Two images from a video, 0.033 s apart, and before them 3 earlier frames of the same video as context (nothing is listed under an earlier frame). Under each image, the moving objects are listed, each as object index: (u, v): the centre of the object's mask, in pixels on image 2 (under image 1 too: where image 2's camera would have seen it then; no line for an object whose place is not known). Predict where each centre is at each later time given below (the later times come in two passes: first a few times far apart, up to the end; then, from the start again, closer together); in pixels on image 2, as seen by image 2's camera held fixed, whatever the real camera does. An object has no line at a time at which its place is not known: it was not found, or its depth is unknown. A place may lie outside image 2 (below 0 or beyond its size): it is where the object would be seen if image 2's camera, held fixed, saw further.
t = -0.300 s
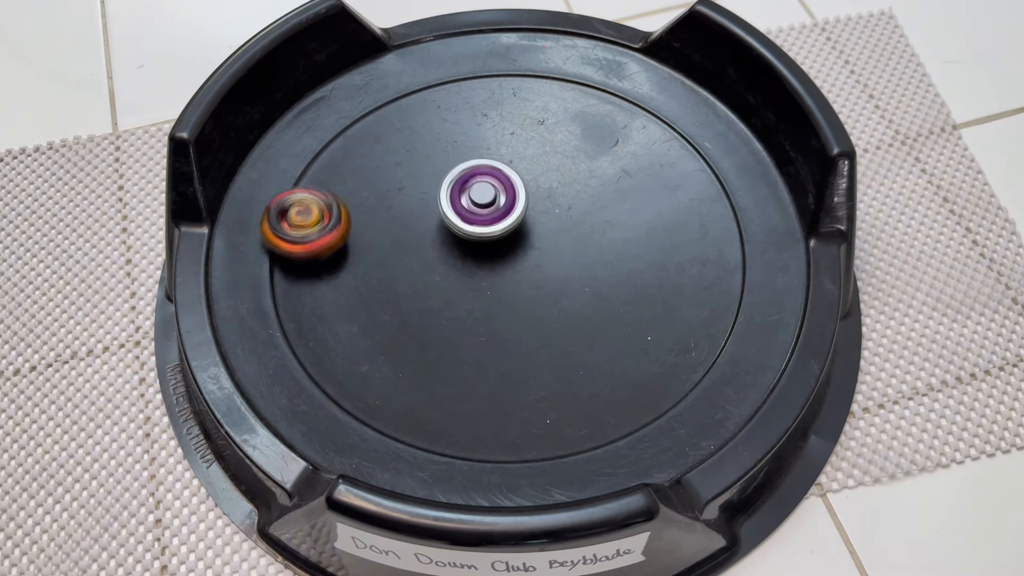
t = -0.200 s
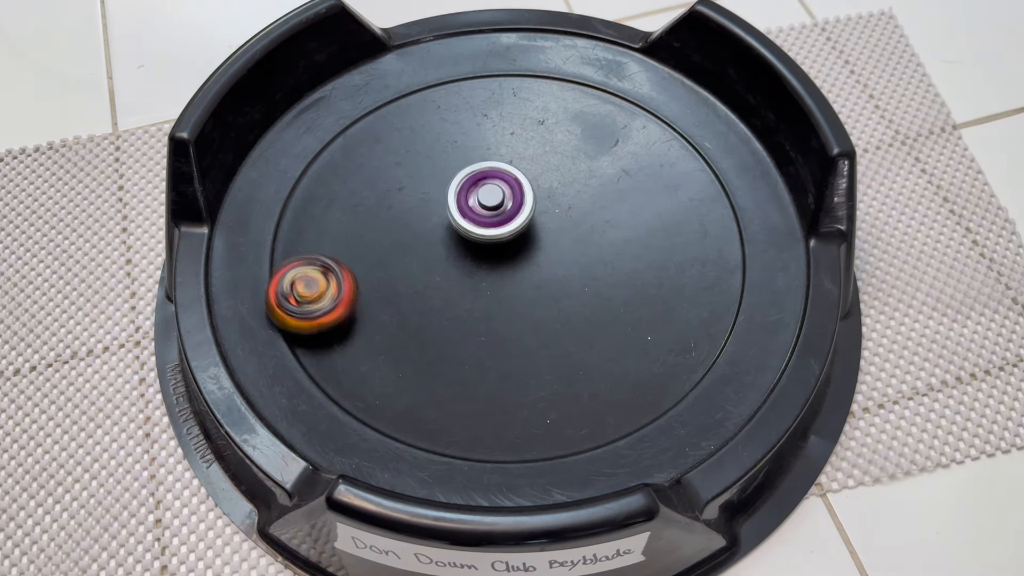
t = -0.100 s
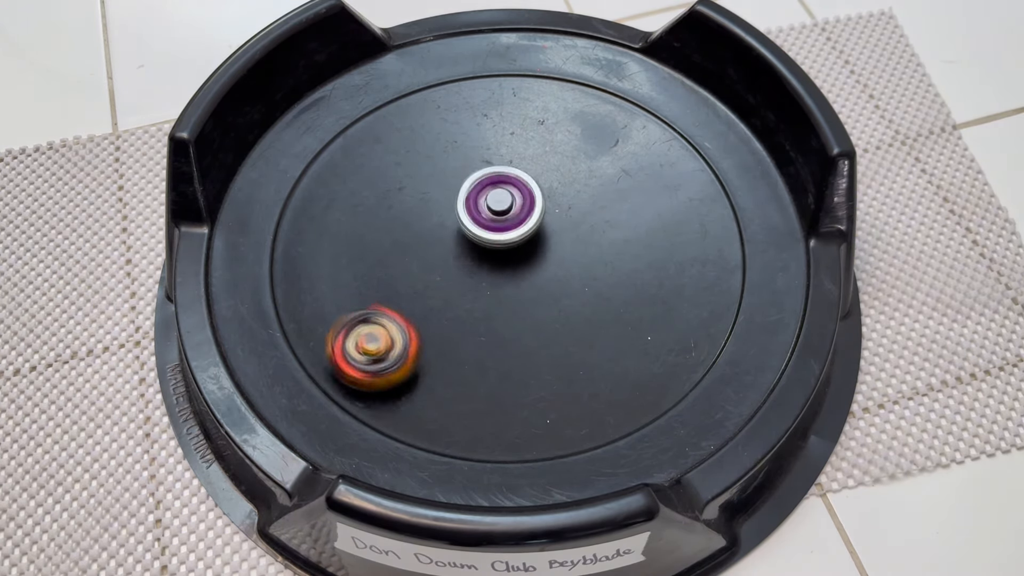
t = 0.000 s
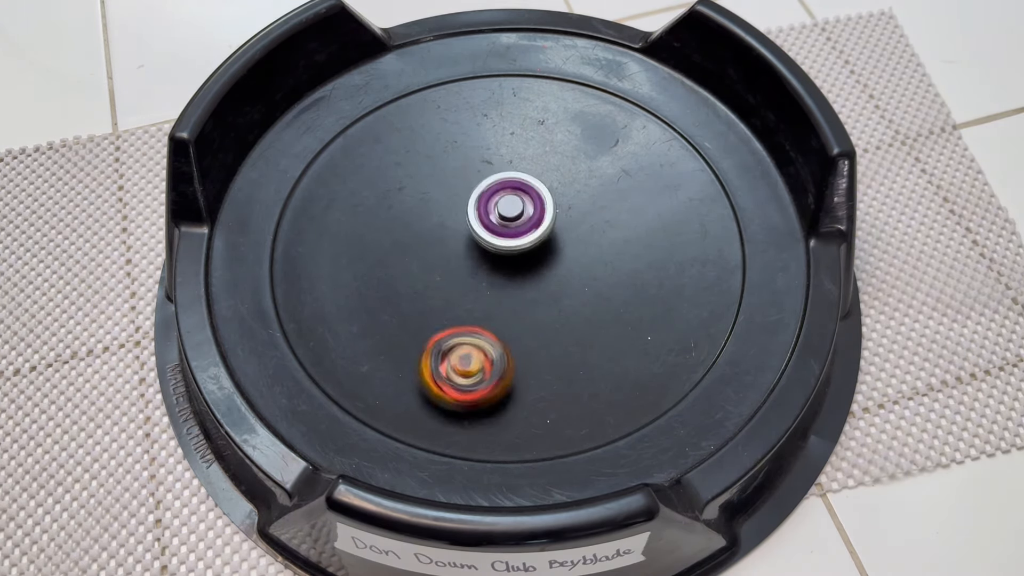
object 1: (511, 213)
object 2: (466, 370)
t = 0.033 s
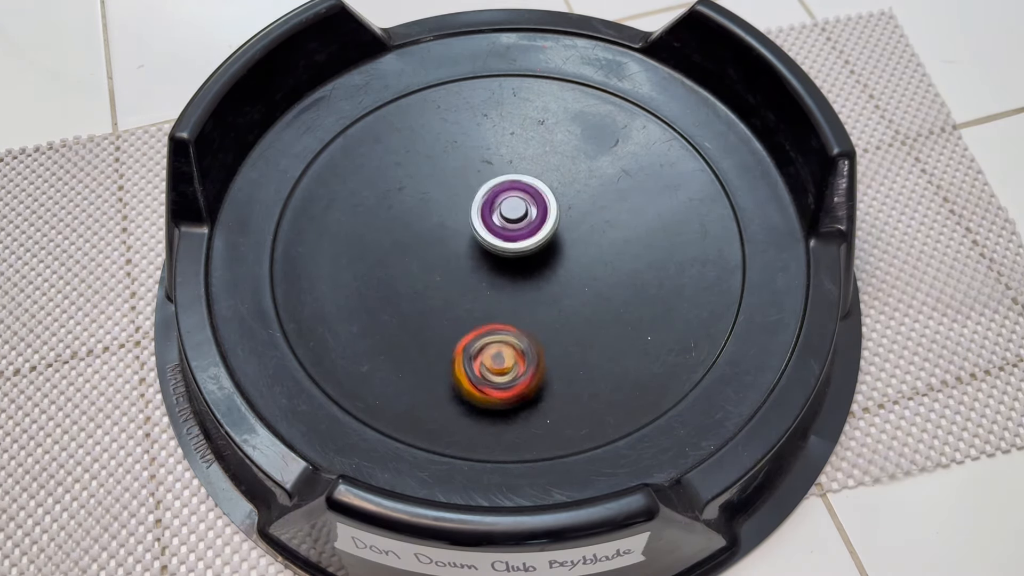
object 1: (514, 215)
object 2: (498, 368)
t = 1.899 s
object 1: (467, 228)
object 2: (508, 155)
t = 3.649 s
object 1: (578, 141)
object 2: (425, 219)
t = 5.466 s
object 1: (455, 333)
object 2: (609, 289)
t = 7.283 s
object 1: (486, 261)
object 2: (573, 197)
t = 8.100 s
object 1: (463, 258)
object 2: (562, 221)
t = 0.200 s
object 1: (531, 225)
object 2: (620, 296)
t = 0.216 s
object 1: (532, 225)
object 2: (626, 286)
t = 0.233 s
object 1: (533, 227)
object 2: (632, 275)
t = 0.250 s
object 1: (535, 227)
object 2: (636, 264)
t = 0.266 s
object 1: (536, 229)
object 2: (639, 252)
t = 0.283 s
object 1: (537, 229)
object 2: (642, 241)
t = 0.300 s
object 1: (539, 230)
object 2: (642, 229)
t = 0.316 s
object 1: (539, 231)
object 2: (643, 219)
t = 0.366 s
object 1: (543, 234)
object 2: (637, 186)
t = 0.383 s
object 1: (543, 235)
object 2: (634, 175)
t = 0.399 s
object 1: (544, 237)
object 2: (630, 165)
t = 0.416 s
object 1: (545, 238)
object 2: (625, 155)
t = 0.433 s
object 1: (545, 239)
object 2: (619, 145)
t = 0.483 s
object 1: (546, 242)
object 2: (596, 120)
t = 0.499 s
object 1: (547, 243)
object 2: (587, 114)
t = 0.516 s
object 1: (547, 245)
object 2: (578, 108)
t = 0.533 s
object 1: (547, 246)
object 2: (567, 102)
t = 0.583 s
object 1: (547, 250)
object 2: (532, 91)
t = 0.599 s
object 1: (547, 251)
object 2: (520, 89)
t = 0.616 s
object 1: (547, 252)
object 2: (508, 88)
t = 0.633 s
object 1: (547, 254)
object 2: (496, 88)
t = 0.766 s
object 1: (543, 262)
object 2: (408, 125)
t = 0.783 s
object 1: (542, 263)
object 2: (400, 134)
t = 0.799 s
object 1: (542, 264)
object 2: (392, 143)
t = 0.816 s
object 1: (541, 264)
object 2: (386, 154)
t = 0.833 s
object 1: (541, 265)
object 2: (380, 164)
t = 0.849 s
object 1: (540, 266)
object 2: (376, 174)
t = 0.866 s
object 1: (539, 267)
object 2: (373, 186)
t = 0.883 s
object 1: (538, 268)
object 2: (370, 197)
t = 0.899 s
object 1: (537, 268)
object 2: (369, 209)
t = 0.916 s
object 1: (536, 269)
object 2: (369, 220)
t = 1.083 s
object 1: (522, 274)
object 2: (429, 326)
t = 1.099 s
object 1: (521, 275)
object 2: (441, 335)
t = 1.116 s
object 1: (519, 275)
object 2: (453, 342)
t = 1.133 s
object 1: (517, 275)
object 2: (465, 349)
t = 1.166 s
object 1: (520, 270)
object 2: (481, 369)
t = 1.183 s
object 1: (519, 270)
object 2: (490, 378)
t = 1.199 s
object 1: (519, 269)
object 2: (500, 385)
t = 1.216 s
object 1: (517, 267)
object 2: (511, 390)
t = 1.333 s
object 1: (507, 259)
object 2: (607, 395)
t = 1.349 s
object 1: (506, 257)
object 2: (621, 391)
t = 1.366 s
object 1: (505, 256)
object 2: (635, 386)
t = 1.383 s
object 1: (503, 255)
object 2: (648, 381)
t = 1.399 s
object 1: (502, 254)
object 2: (660, 374)
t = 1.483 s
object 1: (494, 248)
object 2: (703, 328)
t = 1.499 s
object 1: (492, 247)
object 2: (708, 317)
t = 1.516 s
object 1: (490, 246)
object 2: (711, 306)
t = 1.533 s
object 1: (489, 245)
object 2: (712, 293)
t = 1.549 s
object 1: (488, 243)
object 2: (712, 282)
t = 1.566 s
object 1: (486, 243)
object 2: (710, 270)
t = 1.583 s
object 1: (485, 241)
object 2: (706, 259)
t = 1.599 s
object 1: (483, 241)
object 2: (702, 248)
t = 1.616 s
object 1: (482, 239)
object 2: (696, 238)
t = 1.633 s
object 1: (480, 239)
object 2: (689, 229)
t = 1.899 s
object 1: (467, 228)
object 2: (508, 155)
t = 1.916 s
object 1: (467, 228)
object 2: (495, 156)
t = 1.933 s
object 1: (467, 227)
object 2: (482, 157)
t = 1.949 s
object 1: (466, 227)
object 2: (469, 158)
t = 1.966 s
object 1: (466, 227)
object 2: (456, 159)
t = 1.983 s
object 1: (466, 227)
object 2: (444, 162)
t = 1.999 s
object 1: (467, 235)
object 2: (433, 157)
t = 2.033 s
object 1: (471, 253)
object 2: (409, 140)
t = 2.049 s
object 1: (473, 258)
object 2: (398, 133)
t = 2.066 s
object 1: (477, 261)
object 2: (388, 127)
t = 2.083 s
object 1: (479, 264)
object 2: (378, 123)
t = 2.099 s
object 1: (483, 265)
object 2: (370, 119)
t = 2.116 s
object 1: (486, 267)
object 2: (362, 118)
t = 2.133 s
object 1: (490, 269)
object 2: (355, 118)
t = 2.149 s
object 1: (493, 270)
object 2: (348, 120)
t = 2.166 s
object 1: (497, 272)
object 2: (341, 122)
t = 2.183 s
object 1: (500, 273)
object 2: (336, 127)
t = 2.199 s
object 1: (504, 275)
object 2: (332, 133)
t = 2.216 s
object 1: (507, 275)
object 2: (329, 141)
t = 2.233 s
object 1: (510, 277)
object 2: (327, 149)
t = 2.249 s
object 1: (513, 277)
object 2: (324, 156)
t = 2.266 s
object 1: (516, 278)
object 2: (322, 165)
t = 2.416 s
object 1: (541, 278)
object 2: (318, 250)
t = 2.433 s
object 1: (543, 277)
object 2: (320, 261)
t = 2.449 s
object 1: (545, 276)
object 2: (324, 271)
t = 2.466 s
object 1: (547, 276)
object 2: (329, 281)
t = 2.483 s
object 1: (549, 275)
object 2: (336, 290)
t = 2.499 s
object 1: (550, 274)
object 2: (345, 298)
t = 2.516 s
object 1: (552, 273)
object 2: (355, 306)
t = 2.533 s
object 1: (553, 273)
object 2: (366, 313)
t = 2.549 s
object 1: (555, 272)
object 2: (377, 319)
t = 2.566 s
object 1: (556, 271)
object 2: (390, 324)
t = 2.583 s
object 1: (557, 270)
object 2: (402, 329)
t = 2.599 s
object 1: (557, 269)
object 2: (417, 332)
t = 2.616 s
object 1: (558, 268)
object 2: (431, 333)
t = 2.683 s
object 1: (559, 264)
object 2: (487, 334)
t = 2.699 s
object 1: (559, 262)
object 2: (500, 331)
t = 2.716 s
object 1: (567, 255)
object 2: (502, 330)
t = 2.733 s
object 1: (577, 248)
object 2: (502, 329)
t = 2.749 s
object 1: (587, 242)
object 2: (504, 331)
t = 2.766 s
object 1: (594, 237)
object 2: (506, 334)
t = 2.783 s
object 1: (600, 231)
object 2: (508, 330)
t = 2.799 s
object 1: (603, 226)
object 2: (509, 329)
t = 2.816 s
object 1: (605, 223)
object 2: (512, 327)
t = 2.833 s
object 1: (605, 219)
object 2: (516, 322)
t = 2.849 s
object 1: (606, 215)
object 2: (518, 318)
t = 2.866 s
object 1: (606, 210)
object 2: (521, 310)
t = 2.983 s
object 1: (600, 184)
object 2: (536, 255)
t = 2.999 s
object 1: (598, 181)
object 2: (538, 247)
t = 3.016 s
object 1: (597, 178)
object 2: (540, 239)
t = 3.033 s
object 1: (597, 173)
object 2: (538, 232)
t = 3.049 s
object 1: (599, 169)
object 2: (536, 226)
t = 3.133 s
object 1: (595, 155)
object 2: (524, 196)
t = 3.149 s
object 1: (595, 152)
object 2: (523, 190)
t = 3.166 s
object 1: (594, 149)
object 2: (521, 184)
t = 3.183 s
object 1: (593, 147)
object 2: (520, 180)
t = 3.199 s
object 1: (593, 145)
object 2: (518, 173)
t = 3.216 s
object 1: (594, 142)
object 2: (514, 169)
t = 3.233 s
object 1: (597, 139)
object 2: (506, 163)
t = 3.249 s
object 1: (598, 137)
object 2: (500, 159)
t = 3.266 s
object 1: (599, 135)
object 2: (493, 154)
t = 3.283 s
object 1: (598, 133)
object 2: (487, 148)
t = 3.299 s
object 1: (599, 132)
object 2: (481, 144)
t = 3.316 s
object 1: (599, 130)
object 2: (475, 140)
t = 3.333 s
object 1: (599, 129)
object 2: (469, 136)
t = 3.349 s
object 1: (599, 128)
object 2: (462, 132)
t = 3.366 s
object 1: (598, 127)
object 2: (455, 130)
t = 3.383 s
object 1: (598, 126)
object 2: (448, 128)
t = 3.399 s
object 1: (597, 126)
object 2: (441, 127)
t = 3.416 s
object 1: (597, 126)
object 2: (434, 127)
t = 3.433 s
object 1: (596, 126)
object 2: (426, 128)
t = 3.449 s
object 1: (596, 126)
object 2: (420, 131)
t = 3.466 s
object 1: (595, 126)
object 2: (414, 135)
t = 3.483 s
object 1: (594, 126)
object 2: (409, 140)
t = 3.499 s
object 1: (593, 127)
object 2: (404, 146)
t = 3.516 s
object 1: (592, 127)
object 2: (402, 154)
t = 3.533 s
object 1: (590, 128)
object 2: (400, 162)
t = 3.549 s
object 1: (589, 129)
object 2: (399, 169)
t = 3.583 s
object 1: (586, 132)
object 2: (404, 187)
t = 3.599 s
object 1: (584, 134)
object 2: (407, 195)
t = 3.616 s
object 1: (583, 136)
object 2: (412, 204)
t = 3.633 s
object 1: (580, 139)
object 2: (418, 212)
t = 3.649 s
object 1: (578, 141)
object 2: (425, 219)
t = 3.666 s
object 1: (576, 144)
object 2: (433, 226)
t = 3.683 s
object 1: (573, 147)
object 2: (442, 233)
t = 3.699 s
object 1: (571, 149)
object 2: (451, 239)
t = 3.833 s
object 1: (547, 176)
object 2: (532, 260)
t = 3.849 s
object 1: (544, 179)
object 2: (541, 261)
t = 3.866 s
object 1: (542, 177)
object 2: (549, 263)
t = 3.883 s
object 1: (540, 177)
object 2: (556, 270)
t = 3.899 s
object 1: (536, 179)
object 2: (564, 273)
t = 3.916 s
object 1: (532, 180)
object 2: (569, 274)
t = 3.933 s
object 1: (528, 183)
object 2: (575, 279)
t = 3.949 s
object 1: (525, 184)
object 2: (580, 281)
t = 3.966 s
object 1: (522, 187)
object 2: (584, 282)
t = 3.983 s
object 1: (518, 189)
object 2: (588, 283)
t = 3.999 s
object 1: (515, 191)
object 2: (592, 284)
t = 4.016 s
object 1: (511, 193)
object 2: (594, 282)
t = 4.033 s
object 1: (508, 196)
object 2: (597, 281)
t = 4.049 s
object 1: (504, 198)
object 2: (601, 279)
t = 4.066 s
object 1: (501, 201)
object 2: (603, 277)
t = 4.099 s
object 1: (493, 206)
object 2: (610, 271)
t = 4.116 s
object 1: (489, 209)
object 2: (613, 268)
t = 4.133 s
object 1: (486, 211)
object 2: (615, 264)
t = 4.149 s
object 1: (482, 215)
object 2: (619, 260)
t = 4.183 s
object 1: (476, 220)
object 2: (624, 250)
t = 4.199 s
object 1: (472, 223)
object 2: (627, 245)
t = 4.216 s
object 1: (469, 226)
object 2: (629, 239)
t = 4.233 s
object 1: (466, 229)
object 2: (629, 233)
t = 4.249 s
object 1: (463, 232)
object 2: (630, 226)
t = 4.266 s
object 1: (461, 236)
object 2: (630, 219)
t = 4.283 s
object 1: (458, 238)
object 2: (628, 212)
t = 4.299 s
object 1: (457, 242)
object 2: (625, 206)
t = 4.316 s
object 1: (454, 245)
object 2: (621, 200)
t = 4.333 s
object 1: (452, 247)
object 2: (616, 194)
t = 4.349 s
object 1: (450, 251)
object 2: (609, 189)
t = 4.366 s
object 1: (449, 253)
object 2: (602, 185)
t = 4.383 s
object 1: (447, 256)
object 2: (595, 180)
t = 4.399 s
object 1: (446, 258)
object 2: (586, 179)
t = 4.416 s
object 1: (444, 261)
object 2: (577, 177)
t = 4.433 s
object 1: (443, 263)
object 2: (568, 176)
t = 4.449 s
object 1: (442, 265)
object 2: (557, 176)
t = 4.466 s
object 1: (441, 267)
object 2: (548, 177)
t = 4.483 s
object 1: (440, 269)
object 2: (539, 179)
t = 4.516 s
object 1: (439, 273)
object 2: (520, 186)
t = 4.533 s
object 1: (438, 275)
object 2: (512, 190)
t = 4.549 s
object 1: (437, 277)
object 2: (503, 194)
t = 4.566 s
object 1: (437, 278)
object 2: (495, 200)
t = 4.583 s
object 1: (437, 280)
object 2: (489, 205)
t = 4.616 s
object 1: (437, 282)
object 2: (477, 217)
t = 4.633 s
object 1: (437, 283)
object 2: (472, 222)
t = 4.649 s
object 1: (436, 285)
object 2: (471, 225)
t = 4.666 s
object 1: (428, 293)
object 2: (474, 226)
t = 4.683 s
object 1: (418, 307)
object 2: (481, 222)
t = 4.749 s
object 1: (402, 337)
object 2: (515, 209)
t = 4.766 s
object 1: (399, 340)
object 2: (523, 208)
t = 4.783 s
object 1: (399, 343)
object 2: (530, 206)
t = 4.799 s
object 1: (399, 345)
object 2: (536, 206)
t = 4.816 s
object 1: (399, 348)
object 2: (542, 206)
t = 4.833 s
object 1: (398, 351)
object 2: (546, 207)
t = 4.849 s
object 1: (399, 354)
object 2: (549, 209)
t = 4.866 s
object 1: (397, 357)
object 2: (553, 211)
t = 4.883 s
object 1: (397, 360)
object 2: (553, 214)
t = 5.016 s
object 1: (393, 373)
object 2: (556, 261)
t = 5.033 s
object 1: (394, 374)
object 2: (558, 267)
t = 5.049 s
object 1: (393, 375)
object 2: (559, 274)
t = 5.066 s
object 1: (394, 374)
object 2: (560, 280)
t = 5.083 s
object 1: (395, 375)
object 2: (563, 286)
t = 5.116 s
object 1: (397, 374)
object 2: (568, 297)
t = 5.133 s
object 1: (397, 374)
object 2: (570, 302)
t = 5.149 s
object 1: (398, 373)
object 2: (574, 308)
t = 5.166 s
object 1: (399, 372)
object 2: (577, 312)
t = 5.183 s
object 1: (401, 371)
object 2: (582, 316)
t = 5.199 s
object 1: (402, 370)
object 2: (586, 320)
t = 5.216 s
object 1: (403, 368)
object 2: (590, 323)
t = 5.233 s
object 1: (405, 366)
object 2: (595, 325)
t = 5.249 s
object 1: (408, 365)
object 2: (599, 327)
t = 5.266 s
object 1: (409, 363)
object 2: (604, 328)
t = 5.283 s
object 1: (412, 361)
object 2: (609, 329)
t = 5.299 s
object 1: (414, 359)
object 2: (613, 329)
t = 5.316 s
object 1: (418, 357)
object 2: (618, 327)
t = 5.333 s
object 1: (421, 355)
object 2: (621, 325)
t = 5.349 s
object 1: (424, 352)
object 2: (624, 322)
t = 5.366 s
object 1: (428, 350)
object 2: (625, 318)
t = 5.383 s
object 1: (432, 347)
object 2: (626, 314)
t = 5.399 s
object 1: (436, 344)
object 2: (625, 308)
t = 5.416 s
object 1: (441, 342)
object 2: (622, 304)
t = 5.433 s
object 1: (445, 339)
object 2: (619, 299)
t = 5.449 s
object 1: (450, 336)
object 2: (614, 294)
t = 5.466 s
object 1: (455, 333)
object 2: (609, 289)
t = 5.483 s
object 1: (459, 329)
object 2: (603, 285)
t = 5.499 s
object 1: (465, 325)
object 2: (596, 282)
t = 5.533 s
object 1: (475, 318)
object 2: (580, 276)
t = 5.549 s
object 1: (480, 314)
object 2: (571, 274)
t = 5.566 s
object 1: (486, 310)
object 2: (563, 272)
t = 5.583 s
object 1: (485, 307)
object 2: (561, 267)
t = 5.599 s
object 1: (485, 305)
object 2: (560, 262)
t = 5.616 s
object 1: (487, 302)
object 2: (559, 258)
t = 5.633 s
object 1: (491, 299)
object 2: (557, 252)
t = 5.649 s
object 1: (494, 296)
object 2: (555, 247)
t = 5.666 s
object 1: (487, 296)
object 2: (561, 237)
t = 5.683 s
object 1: (481, 297)
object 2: (569, 227)
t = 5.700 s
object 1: (477, 296)
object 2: (576, 218)
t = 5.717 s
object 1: (475, 294)
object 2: (581, 208)
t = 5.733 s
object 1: (475, 292)
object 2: (587, 201)
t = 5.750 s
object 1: (477, 291)
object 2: (589, 193)
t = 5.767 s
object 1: (478, 289)
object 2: (592, 187)
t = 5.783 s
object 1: (480, 288)
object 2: (594, 181)
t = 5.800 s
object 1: (481, 287)
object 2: (594, 177)
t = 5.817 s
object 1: (483, 285)
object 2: (593, 173)
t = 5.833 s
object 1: (485, 284)
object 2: (592, 171)
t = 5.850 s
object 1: (486, 282)
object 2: (589, 171)
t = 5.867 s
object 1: (488, 280)
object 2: (586, 170)
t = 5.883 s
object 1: (490, 278)
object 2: (583, 172)
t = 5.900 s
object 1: (492, 277)
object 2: (579, 174)
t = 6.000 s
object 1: (505, 264)
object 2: (548, 195)
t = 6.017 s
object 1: (507, 262)
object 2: (543, 197)
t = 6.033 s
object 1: (507, 263)
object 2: (541, 196)
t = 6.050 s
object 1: (503, 268)
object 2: (542, 189)
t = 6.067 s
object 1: (501, 271)
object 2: (544, 184)
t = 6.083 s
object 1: (499, 272)
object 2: (546, 180)
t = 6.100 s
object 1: (499, 272)
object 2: (546, 177)
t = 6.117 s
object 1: (501, 271)
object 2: (547, 175)
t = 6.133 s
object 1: (503, 271)
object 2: (546, 174)
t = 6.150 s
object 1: (504, 271)
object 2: (545, 175)
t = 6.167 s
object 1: (504, 271)
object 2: (545, 176)
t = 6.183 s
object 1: (506, 271)
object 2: (544, 178)
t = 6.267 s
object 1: (512, 270)
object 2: (535, 199)
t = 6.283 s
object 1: (513, 269)
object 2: (532, 201)
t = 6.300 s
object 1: (513, 270)
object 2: (532, 202)
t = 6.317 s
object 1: (512, 272)
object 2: (532, 203)
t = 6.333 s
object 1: (512, 273)
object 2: (530, 204)
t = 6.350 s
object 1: (513, 273)
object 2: (530, 206)
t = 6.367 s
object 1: (514, 274)
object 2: (530, 207)
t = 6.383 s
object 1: (513, 275)
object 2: (529, 210)
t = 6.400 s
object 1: (511, 279)
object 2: (532, 210)
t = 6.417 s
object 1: (508, 284)
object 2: (536, 211)
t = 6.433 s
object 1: (507, 286)
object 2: (540, 210)
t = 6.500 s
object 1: (504, 293)
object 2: (563, 211)
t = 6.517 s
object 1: (504, 294)
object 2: (569, 210)
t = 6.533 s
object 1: (504, 296)
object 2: (575, 210)
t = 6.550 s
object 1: (503, 298)
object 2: (579, 210)
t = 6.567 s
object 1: (502, 298)
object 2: (583, 208)
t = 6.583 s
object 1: (501, 299)
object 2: (586, 207)
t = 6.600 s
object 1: (500, 301)
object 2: (587, 204)
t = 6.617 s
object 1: (499, 301)
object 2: (588, 203)
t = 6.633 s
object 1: (498, 302)
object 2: (589, 202)
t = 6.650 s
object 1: (497, 302)
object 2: (588, 201)
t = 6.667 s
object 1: (496, 303)
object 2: (588, 199)
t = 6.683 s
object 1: (495, 303)
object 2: (588, 198)
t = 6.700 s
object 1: (494, 303)
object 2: (587, 196)
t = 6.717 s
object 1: (494, 303)
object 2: (587, 195)
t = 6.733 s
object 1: (492, 303)
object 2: (587, 195)
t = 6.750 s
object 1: (492, 302)
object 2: (586, 195)
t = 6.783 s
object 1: (490, 301)
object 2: (582, 193)
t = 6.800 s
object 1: (489, 300)
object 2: (581, 192)
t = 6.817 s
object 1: (489, 299)
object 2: (580, 191)
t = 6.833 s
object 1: (489, 298)
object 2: (578, 191)
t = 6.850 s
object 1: (488, 297)
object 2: (575, 191)
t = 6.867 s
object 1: (488, 295)
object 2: (571, 192)
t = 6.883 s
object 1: (488, 294)
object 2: (569, 193)
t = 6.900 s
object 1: (487, 293)
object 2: (566, 194)
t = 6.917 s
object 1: (487, 291)
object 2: (564, 195)
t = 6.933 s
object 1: (488, 288)
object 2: (561, 196)
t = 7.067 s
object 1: (493, 271)
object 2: (539, 208)
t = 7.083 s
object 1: (493, 269)
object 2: (536, 209)
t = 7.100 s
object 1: (493, 267)
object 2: (537, 210)
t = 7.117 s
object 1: (492, 266)
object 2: (537, 209)
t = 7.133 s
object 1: (493, 265)
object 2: (538, 209)
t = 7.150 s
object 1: (492, 264)
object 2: (540, 210)
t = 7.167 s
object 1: (489, 265)
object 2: (547, 211)
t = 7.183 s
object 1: (487, 264)
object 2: (552, 210)
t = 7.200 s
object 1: (487, 263)
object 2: (558, 207)
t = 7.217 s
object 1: (486, 263)
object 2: (563, 206)
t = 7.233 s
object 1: (487, 262)
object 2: (567, 203)
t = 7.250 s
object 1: (487, 262)
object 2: (570, 201)
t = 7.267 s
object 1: (486, 262)
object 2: (572, 199)
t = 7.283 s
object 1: (486, 261)
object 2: (573, 197)
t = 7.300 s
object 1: (486, 260)
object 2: (573, 195)
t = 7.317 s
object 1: (486, 260)
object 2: (572, 194)
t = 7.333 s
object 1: (486, 259)
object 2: (571, 193)
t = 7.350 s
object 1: (486, 258)
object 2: (569, 192)
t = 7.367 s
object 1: (486, 258)
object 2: (568, 191)
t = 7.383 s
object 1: (487, 257)
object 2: (566, 191)
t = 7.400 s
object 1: (487, 256)
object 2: (564, 191)
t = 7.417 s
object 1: (487, 255)
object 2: (562, 191)
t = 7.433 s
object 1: (487, 254)
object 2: (559, 192)
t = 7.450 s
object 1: (488, 253)
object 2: (556, 193)
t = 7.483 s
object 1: (489, 251)
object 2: (553, 197)
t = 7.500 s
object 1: (490, 250)
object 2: (552, 199)
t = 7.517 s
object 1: (491, 250)
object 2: (552, 201)
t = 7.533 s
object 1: (491, 249)
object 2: (552, 204)
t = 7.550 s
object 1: (492, 248)
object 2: (553, 206)
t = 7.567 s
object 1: (493, 247)
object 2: (554, 208)
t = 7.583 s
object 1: (494, 246)
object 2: (555, 209)
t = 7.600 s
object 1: (491, 249)
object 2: (558, 210)
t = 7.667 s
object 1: (491, 251)
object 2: (563, 209)
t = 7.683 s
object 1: (491, 252)
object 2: (563, 209)
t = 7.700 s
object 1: (491, 252)
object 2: (564, 210)
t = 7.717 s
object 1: (491, 252)
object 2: (564, 211)
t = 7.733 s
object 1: (492, 253)
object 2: (564, 213)
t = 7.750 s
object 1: (492, 253)
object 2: (564, 213)
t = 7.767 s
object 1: (492, 254)
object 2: (563, 214)
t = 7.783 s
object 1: (492, 254)
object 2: (562, 215)
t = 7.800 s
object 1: (493, 254)
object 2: (561, 216)
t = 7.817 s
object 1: (493, 254)
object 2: (560, 216)
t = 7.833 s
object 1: (493, 255)
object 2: (558, 217)
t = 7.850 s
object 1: (493, 255)
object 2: (557, 216)
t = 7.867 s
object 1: (493, 255)
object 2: (555, 216)
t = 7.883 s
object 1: (494, 255)
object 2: (553, 214)
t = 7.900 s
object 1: (492, 255)
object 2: (552, 214)
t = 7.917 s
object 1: (490, 254)
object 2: (552, 213)
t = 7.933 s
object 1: (485, 254)
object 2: (553, 214)
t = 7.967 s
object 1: (477, 254)
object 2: (556, 218)
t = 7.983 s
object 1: (476, 254)
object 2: (558, 218)
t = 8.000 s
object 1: (475, 255)
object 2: (560, 219)
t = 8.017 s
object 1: (473, 256)
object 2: (561, 220)
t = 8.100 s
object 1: (463, 258)
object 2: (562, 221)
